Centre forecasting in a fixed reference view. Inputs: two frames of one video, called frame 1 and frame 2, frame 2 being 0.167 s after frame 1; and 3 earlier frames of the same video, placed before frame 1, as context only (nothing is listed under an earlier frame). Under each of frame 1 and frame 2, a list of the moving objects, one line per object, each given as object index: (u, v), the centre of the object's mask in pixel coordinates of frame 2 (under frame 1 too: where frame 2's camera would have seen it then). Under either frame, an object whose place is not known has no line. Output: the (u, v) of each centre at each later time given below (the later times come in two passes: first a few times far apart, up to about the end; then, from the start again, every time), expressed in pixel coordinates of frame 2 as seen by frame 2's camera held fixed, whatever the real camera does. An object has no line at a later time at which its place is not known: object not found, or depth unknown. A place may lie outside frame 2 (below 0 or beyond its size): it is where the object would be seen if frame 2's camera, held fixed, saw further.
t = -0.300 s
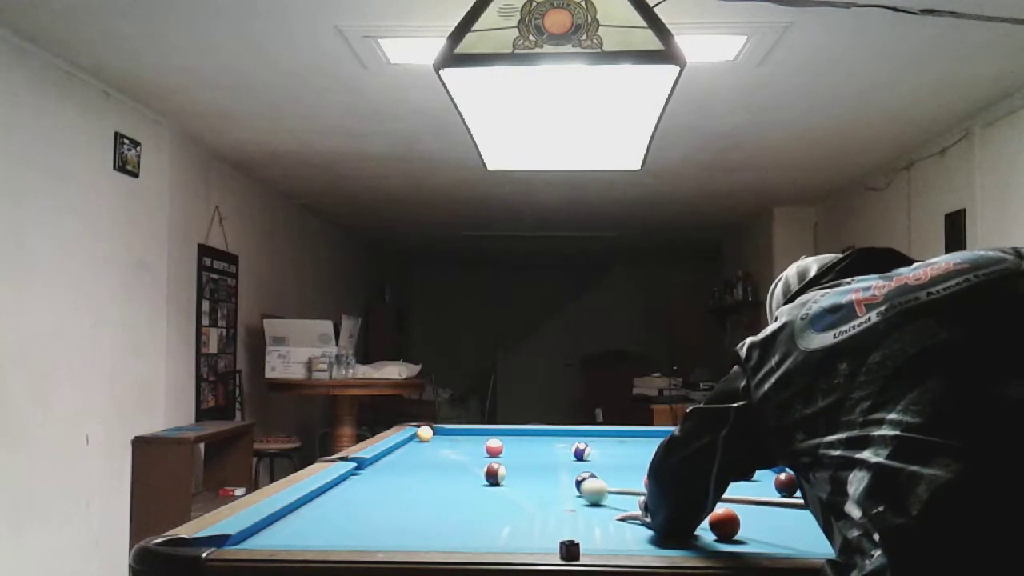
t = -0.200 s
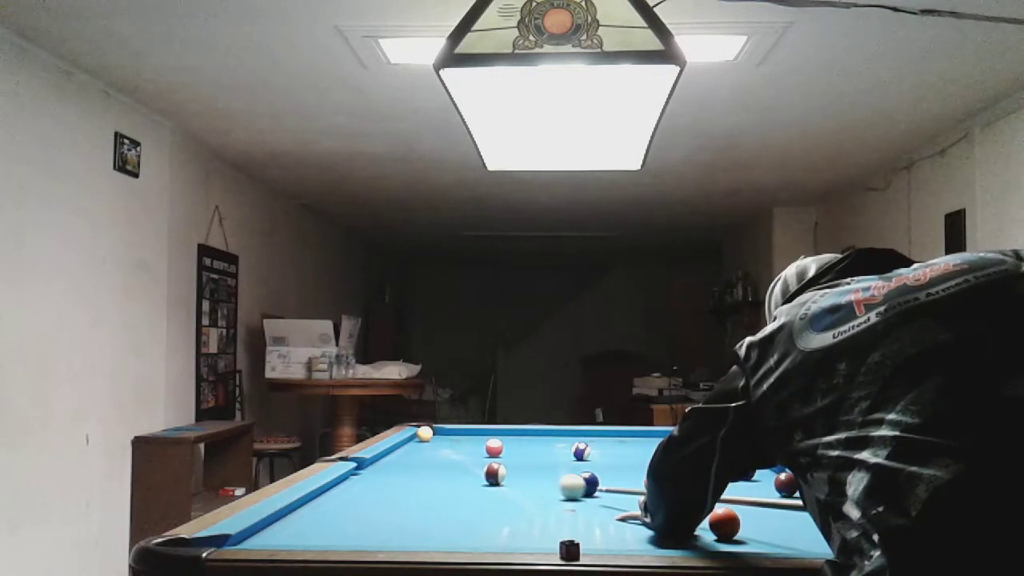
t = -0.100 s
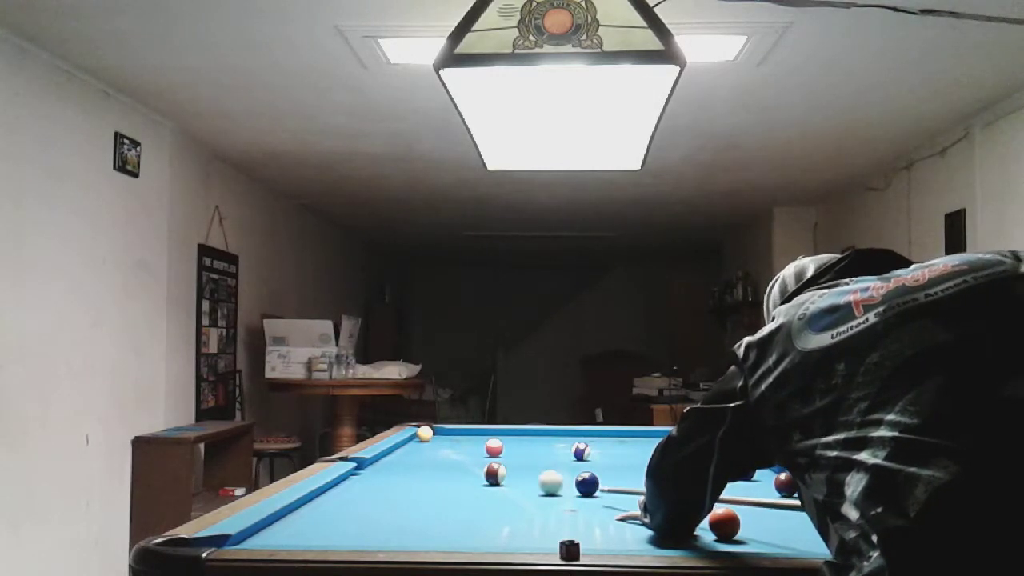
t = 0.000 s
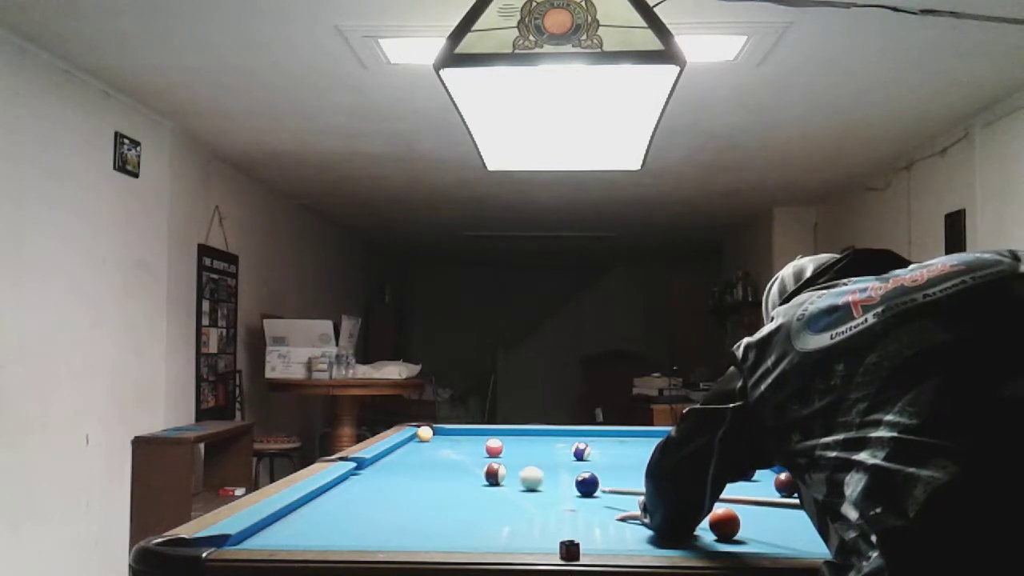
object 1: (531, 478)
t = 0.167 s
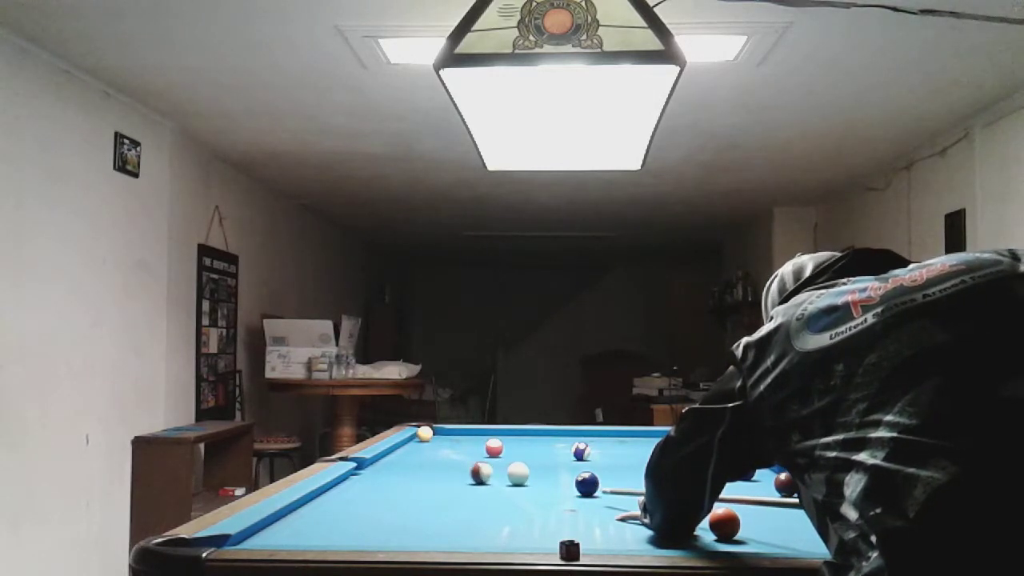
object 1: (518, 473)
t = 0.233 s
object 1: (520, 472)
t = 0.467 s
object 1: (527, 468)
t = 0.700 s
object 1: (534, 464)
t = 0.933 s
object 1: (539, 461)
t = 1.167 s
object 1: (544, 458)
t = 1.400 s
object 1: (549, 455)
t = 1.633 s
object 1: (553, 453)
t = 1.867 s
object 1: (556, 450)
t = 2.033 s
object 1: (558, 449)
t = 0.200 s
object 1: (519, 472)
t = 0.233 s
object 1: (520, 472)
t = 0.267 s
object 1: (521, 471)
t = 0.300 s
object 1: (522, 471)
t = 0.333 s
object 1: (523, 470)
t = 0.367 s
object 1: (524, 470)
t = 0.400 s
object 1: (526, 469)
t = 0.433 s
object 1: (527, 468)
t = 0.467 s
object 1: (527, 468)
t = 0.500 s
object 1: (529, 467)
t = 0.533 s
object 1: (530, 466)
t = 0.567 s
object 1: (530, 466)
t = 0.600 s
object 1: (531, 466)
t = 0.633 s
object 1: (532, 465)
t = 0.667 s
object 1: (533, 464)
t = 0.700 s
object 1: (534, 464)
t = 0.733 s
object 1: (535, 463)
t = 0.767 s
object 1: (536, 463)
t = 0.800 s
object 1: (536, 462)
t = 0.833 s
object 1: (537, 462)
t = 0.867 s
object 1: (538, 462)
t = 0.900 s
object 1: (539, 461)
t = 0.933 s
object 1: (539, 461)
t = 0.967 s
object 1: (540, 460)
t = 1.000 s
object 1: (541, 460)
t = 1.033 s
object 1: (541, 459)
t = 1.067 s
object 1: (542, 459)
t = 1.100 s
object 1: (543, 459)
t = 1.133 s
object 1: (544, 458)
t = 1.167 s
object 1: (544, 458)
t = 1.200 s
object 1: (545, 457)
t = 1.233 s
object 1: (545, 457)
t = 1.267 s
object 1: (546, 456)
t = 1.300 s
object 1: (547, 457)
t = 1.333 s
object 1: (548, 456)
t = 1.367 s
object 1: (548, 456)
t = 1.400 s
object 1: (549, 455)
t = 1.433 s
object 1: (549, 455)
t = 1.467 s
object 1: (550, 454)
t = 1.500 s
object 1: (551, 454)
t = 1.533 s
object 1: (551, 454)
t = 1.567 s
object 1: (552, 454)
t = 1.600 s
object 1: (552, 453)
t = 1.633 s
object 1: (553, 453)
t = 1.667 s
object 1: (553, 452)
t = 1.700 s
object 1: (554, 452)
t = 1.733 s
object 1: (554, 452)
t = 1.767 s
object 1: (555, 451)
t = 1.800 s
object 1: (555, 451)
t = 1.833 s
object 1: (556, 451)
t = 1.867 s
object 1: (556, 450)
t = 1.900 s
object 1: (556, 450)
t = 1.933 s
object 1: (556, 450)
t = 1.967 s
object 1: (557, 449)
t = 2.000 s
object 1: (558, 449)
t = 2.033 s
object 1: (558, 449)
